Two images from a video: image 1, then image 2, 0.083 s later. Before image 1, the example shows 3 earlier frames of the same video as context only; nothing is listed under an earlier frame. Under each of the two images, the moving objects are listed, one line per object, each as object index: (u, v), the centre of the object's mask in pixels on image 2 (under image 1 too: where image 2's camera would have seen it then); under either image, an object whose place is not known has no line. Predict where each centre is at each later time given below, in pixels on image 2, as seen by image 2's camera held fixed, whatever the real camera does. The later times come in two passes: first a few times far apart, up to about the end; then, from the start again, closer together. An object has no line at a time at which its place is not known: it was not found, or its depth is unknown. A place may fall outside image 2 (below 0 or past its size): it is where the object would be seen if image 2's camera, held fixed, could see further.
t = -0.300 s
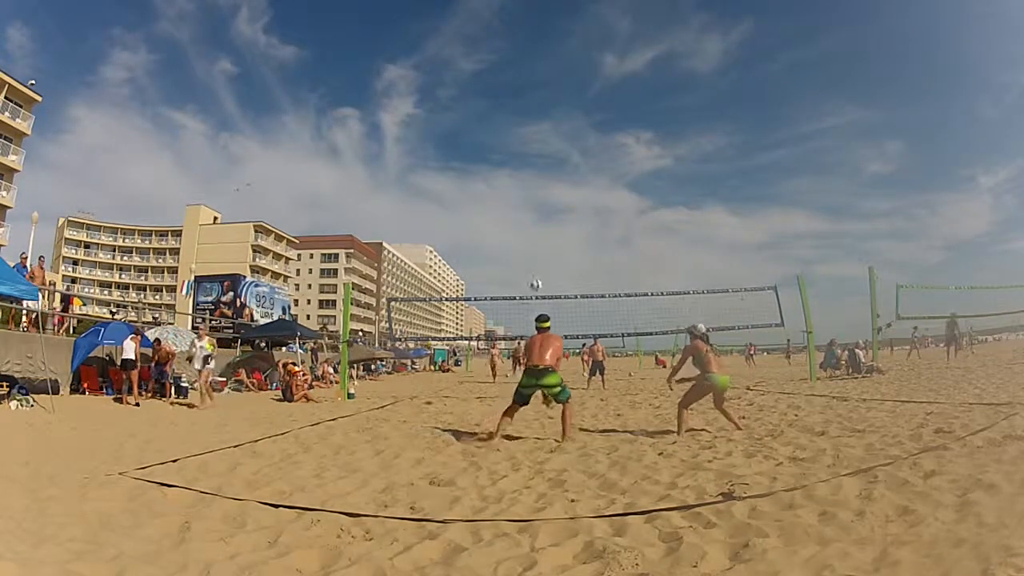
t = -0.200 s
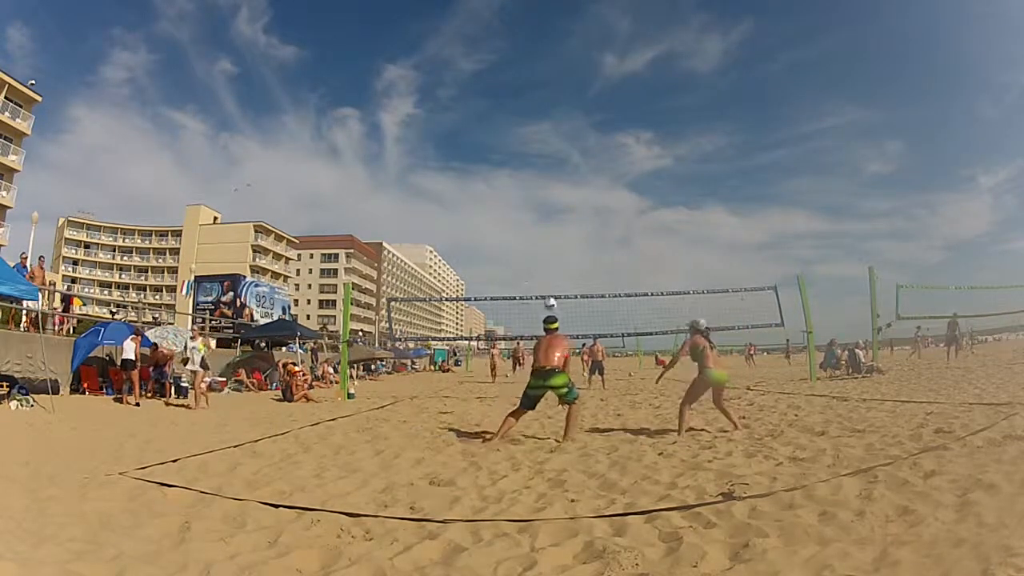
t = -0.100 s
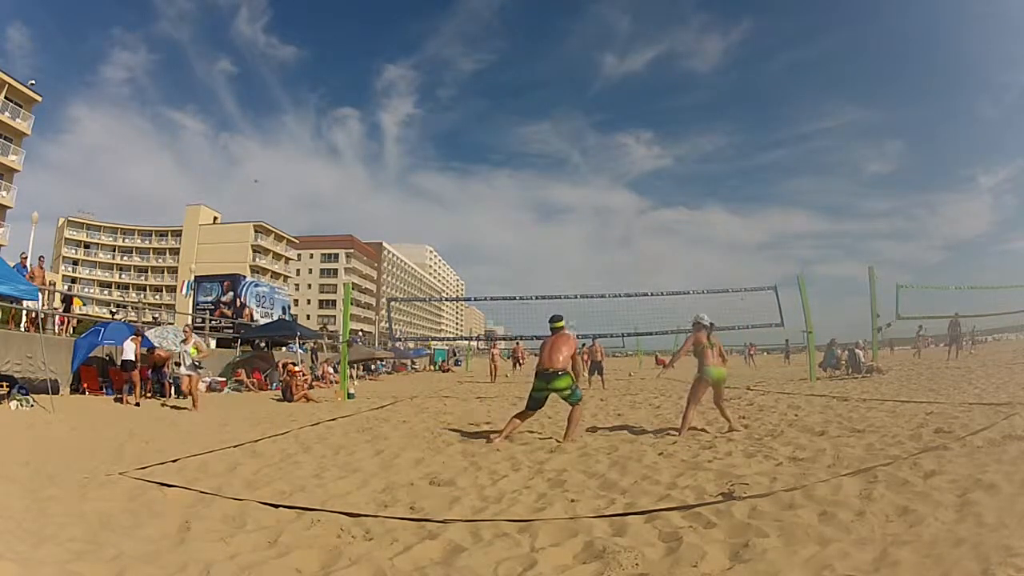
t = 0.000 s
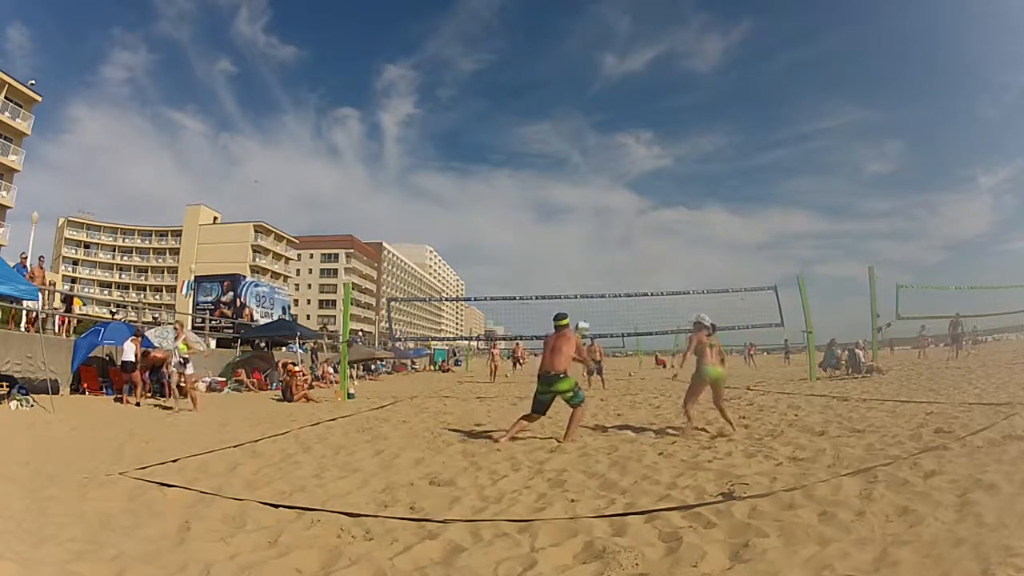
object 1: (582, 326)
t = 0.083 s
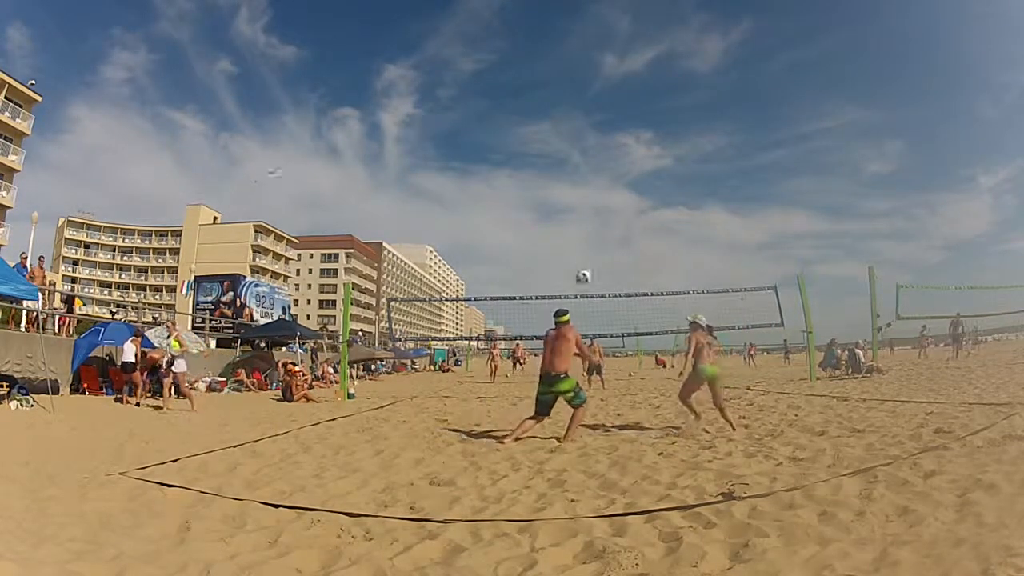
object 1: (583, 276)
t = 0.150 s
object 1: (583, 242)
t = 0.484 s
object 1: (582, 133)
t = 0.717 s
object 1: (582, 106)
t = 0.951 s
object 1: (581, 104)
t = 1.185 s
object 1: (581, 128)
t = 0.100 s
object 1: (582, 268)
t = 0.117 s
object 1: (583, 257)
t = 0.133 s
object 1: (583, 250)
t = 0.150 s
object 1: (583, 242)
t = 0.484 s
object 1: (582, 133)
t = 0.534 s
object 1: (582, 122)
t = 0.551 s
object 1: (583, 121)
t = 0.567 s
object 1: (582, 118)
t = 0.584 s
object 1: (582, 117)
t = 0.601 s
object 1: (582, 115)
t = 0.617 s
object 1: (582, 113)
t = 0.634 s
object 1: (582, 111)
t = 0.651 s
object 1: (582, 110)
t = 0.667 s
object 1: (582, 109)
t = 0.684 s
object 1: (581, 108)
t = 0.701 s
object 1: (581, 108)
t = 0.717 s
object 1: (582, 106)
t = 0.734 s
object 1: (581, 104)
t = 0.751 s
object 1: (582, 104)
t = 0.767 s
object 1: (582, 104)
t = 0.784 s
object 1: (581, 103)
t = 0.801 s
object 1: (582, 102)
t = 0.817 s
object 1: (582, 102)
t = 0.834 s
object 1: (581, 101)
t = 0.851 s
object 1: (581, 102)
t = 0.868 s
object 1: (581, 103)
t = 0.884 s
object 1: (581, 102)
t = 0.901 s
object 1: (582, 103)
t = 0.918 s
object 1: (581, 104)
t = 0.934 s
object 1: (581, 104)
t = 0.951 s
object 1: (581, 104)
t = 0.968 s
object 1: (581, 105)
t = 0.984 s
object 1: (581, 107)
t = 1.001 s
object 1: (581, 107)
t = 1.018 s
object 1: (581, 108)
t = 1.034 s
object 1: (581, 109)
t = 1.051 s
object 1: (581, 111)
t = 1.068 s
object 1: (581, 112)
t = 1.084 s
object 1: (581, 114)
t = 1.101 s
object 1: (581, 117)
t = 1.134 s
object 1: (582, 120)
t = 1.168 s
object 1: (582, 123)
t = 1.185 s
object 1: (581, 128)
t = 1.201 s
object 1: (580, 131)
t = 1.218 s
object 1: (580, 133)
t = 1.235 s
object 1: (580, 135)
